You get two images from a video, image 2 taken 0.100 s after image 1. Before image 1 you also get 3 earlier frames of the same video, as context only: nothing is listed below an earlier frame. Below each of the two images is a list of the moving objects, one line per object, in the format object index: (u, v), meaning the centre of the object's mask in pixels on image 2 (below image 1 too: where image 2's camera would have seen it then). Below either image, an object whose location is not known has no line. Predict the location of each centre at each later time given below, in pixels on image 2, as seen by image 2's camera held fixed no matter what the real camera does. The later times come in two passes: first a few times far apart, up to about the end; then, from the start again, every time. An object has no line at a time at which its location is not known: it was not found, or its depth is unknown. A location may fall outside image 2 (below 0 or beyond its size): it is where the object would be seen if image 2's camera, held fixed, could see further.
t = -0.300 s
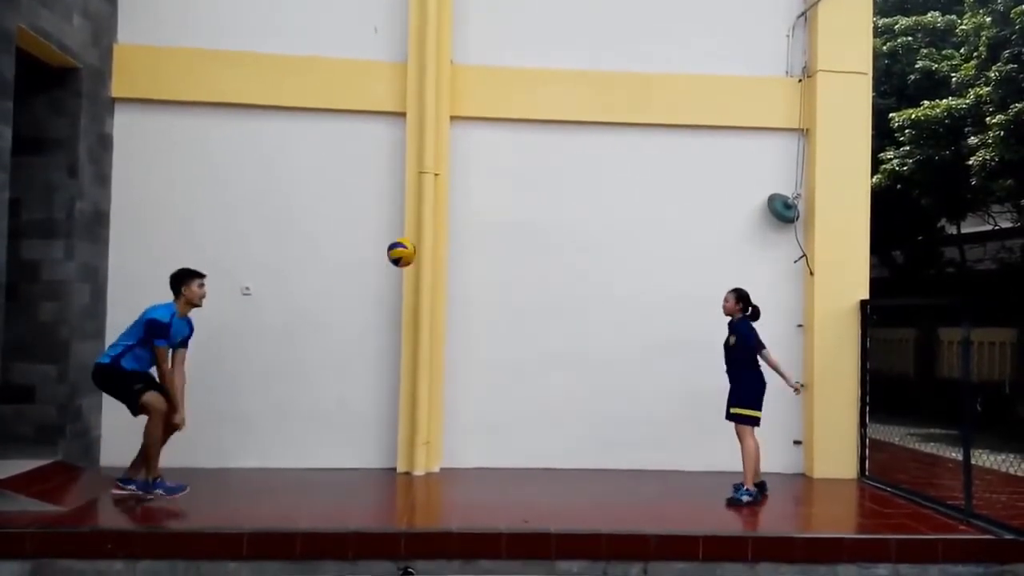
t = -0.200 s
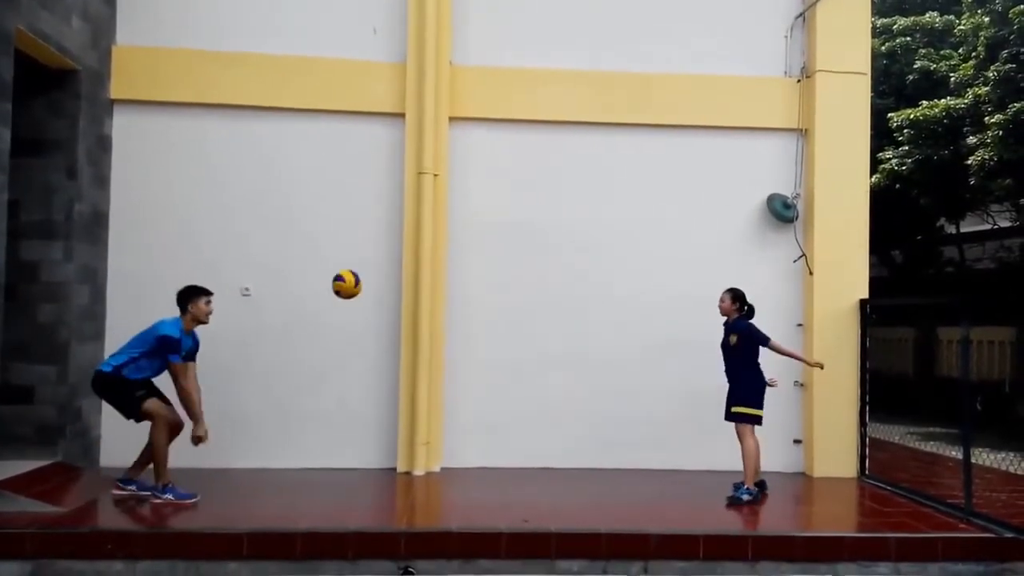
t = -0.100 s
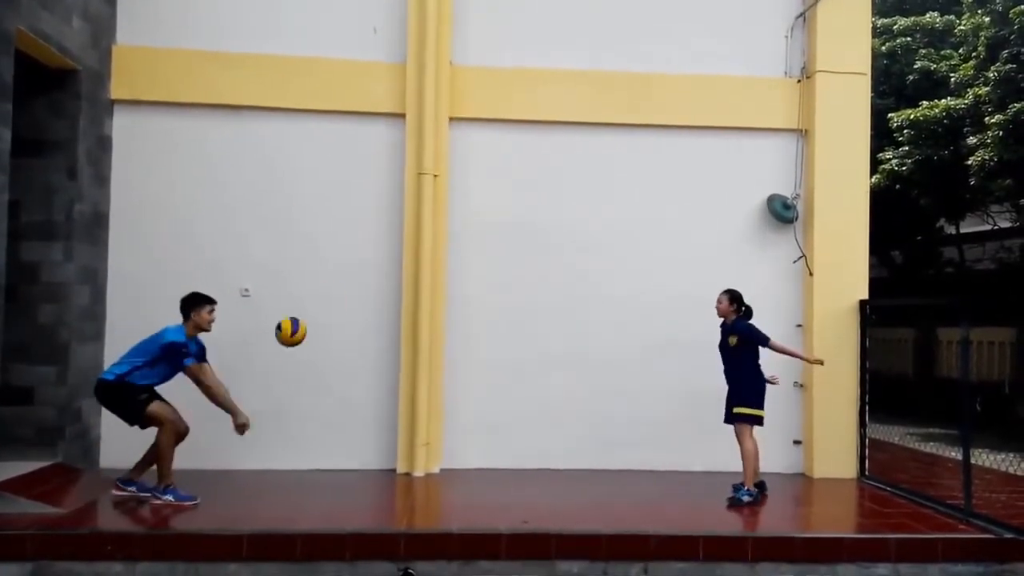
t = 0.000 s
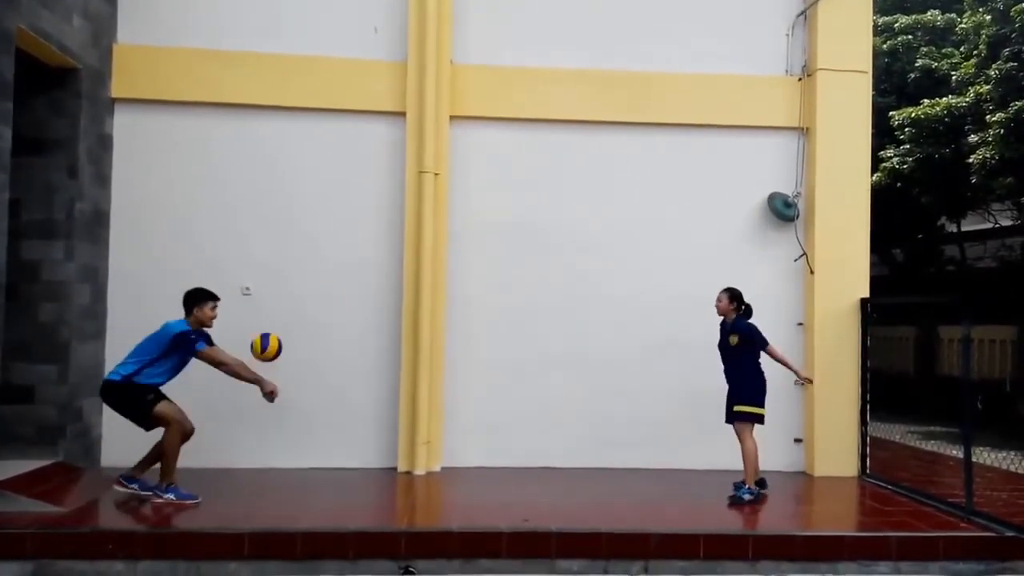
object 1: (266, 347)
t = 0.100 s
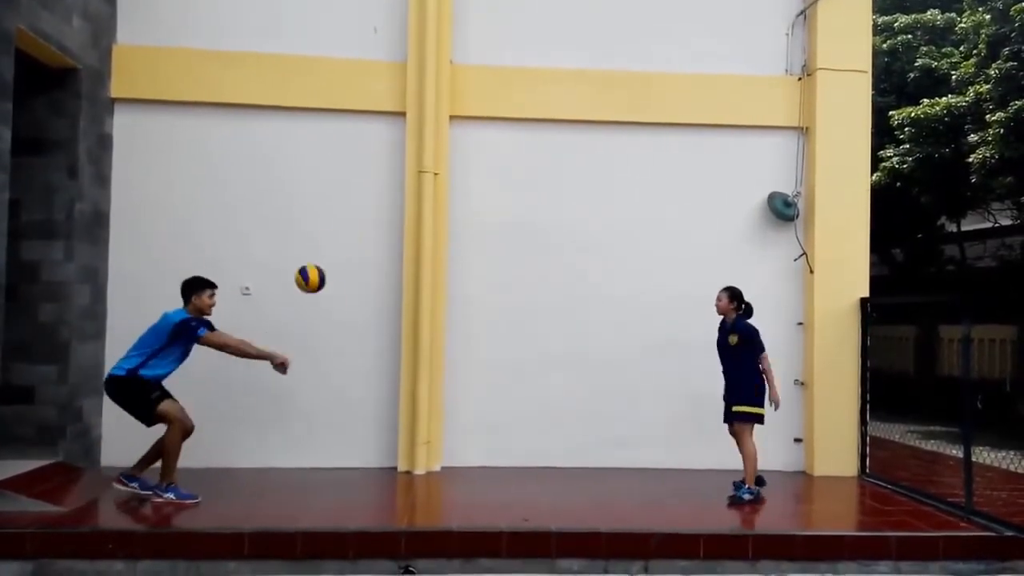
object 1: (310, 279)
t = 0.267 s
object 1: (381, 197)
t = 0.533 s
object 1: (490, 145)
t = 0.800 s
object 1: (593, 188)
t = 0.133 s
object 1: (324, 259)
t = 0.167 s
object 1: (339, 241)
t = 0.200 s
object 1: (353, 225)
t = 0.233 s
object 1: (367, 210)
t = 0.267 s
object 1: (381, 197)
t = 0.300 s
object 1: (394, 186)
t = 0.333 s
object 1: (408, 176)
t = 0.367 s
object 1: (422, 167)
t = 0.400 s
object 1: (436, 159)
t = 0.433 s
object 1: (450, 153)
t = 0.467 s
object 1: (464, 149)
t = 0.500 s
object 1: (477, 146)
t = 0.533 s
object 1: (490, 145)
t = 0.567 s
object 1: (504, 146)
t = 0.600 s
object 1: (517, 147)
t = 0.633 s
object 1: (530, 150)
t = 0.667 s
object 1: (543, 155)
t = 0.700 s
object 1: (555, 160)
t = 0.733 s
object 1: (568, 168)
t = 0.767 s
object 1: (581, 177)
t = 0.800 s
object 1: (593, 188)
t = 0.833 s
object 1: (606, 200)
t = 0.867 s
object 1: (619, 213)
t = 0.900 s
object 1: (631, 228)
